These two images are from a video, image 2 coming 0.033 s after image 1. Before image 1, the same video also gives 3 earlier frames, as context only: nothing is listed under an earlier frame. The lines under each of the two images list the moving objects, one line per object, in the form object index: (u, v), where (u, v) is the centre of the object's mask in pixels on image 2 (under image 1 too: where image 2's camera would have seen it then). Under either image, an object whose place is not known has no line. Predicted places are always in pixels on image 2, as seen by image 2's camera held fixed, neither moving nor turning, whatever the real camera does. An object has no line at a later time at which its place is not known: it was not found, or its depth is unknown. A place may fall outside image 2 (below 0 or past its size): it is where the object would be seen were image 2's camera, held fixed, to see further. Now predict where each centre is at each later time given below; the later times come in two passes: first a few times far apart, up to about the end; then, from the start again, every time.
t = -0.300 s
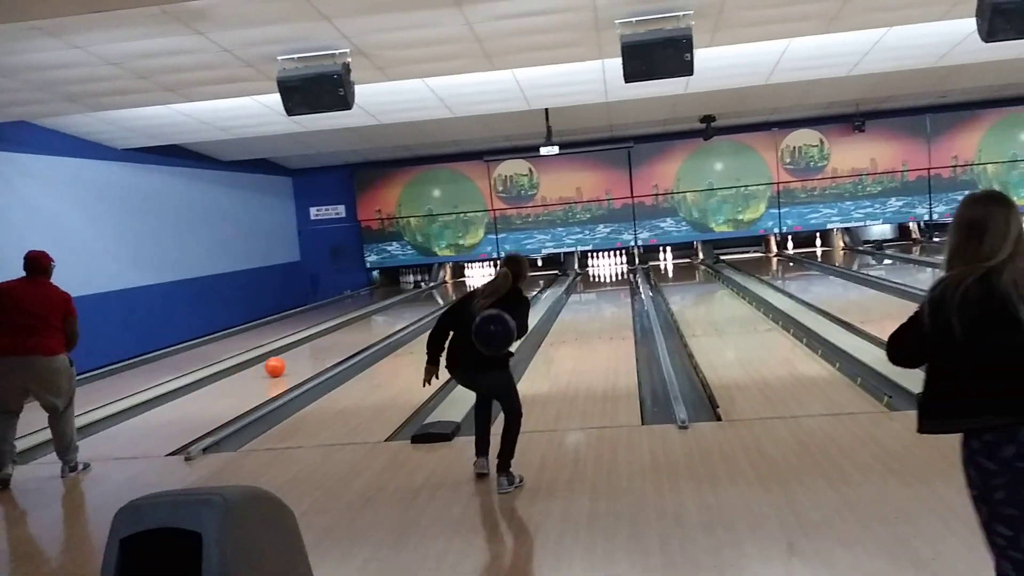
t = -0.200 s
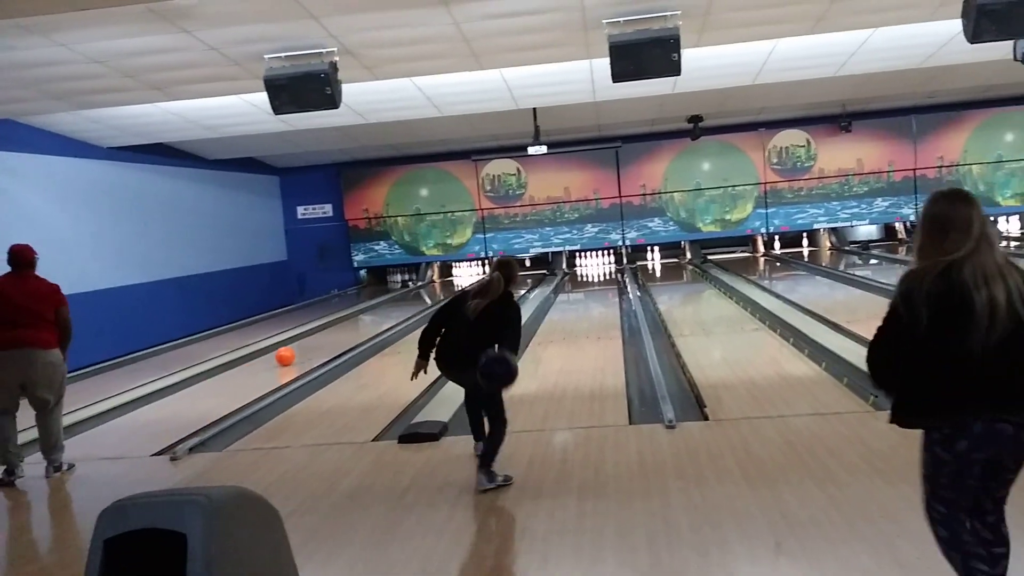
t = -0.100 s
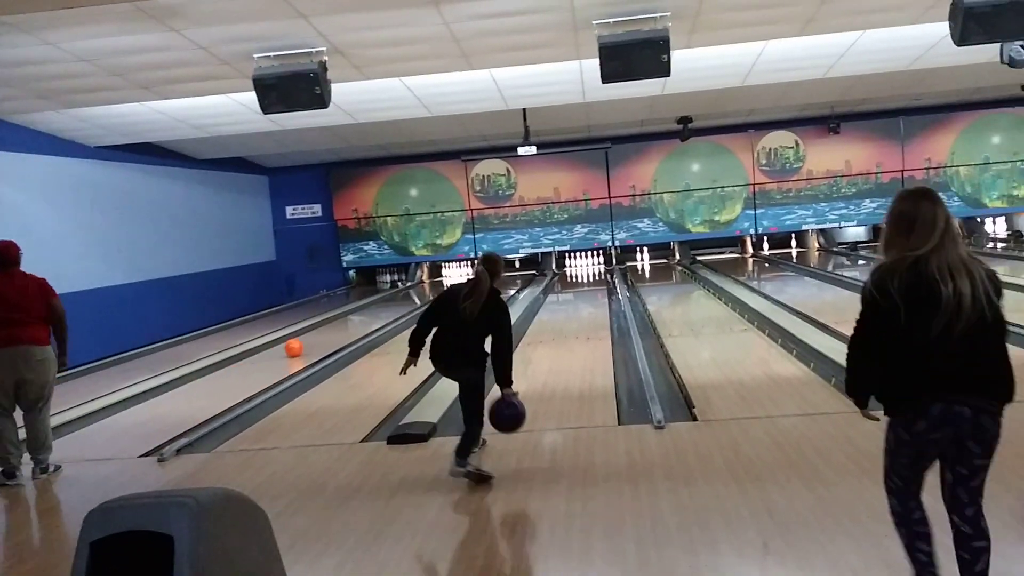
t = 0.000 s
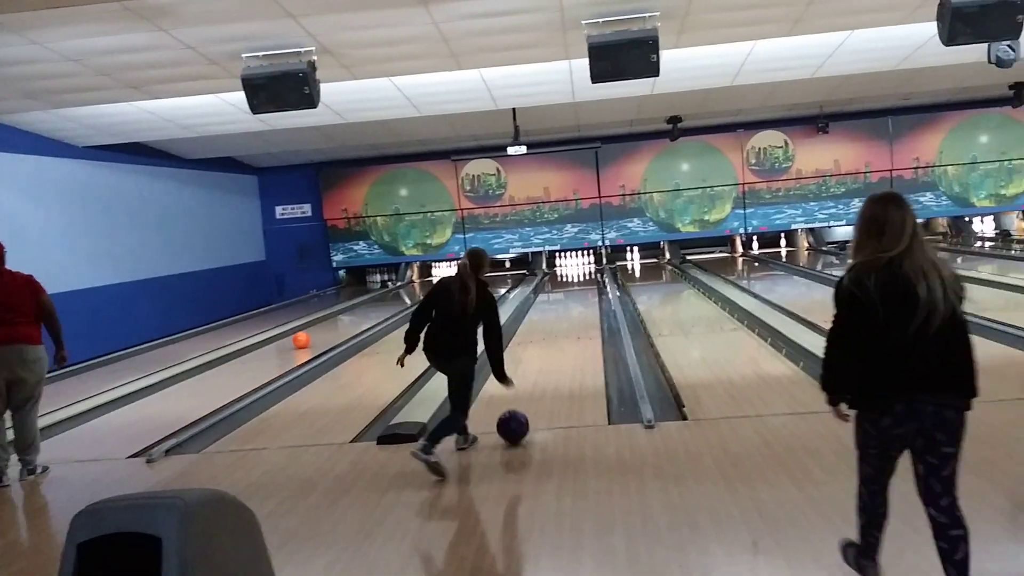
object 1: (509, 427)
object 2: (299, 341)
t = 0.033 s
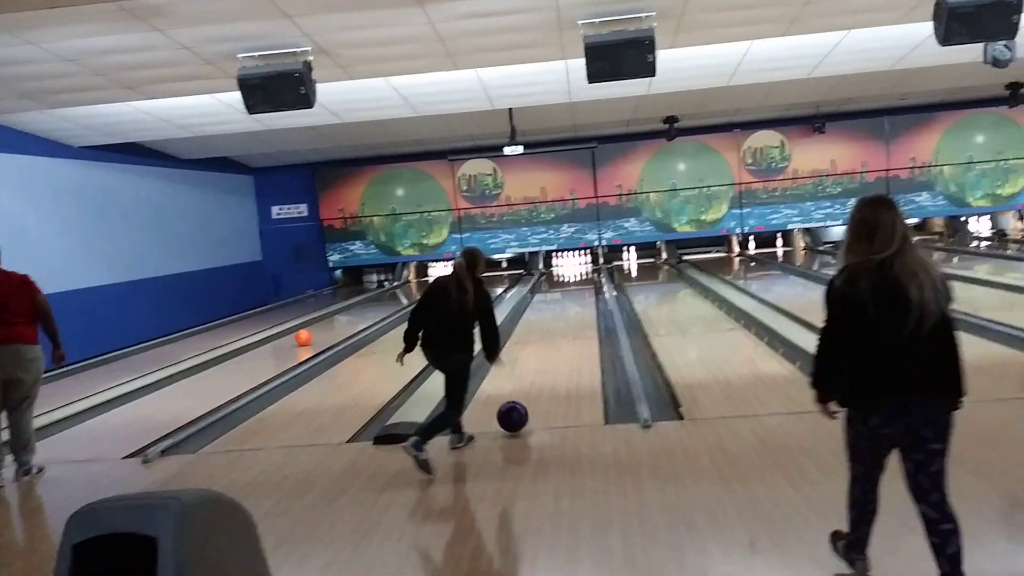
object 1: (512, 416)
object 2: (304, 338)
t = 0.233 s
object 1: (527, 380)
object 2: (331, 328)
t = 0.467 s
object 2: (355, 316)
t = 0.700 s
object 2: (377, 306)
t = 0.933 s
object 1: (549, 315)
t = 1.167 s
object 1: (554, 303)
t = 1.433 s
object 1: (560, 293)
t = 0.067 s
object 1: (516, 409)
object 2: (308, 336)
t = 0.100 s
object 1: (519, 404)
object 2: (313, 334)
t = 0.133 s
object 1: (521, 397)
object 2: (317, 333)
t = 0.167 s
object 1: (523, 391)
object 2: (322, 331)
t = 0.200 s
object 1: (526, 385)
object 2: (326, 329)
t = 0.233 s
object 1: (527, 380)
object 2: (331, 328)
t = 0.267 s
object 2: (334, 326)
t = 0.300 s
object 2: (338, 324)
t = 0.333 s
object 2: (342, 322)
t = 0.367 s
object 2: (345, 321)
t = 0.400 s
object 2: (348, 319)
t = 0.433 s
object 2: (352, 318)
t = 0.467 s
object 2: (355, 316)
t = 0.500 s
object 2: (359, 315)
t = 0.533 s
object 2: (362, 313)
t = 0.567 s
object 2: (365, 312)
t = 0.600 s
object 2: (368, 310)
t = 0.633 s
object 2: (371, 309)
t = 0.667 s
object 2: (374, 308)
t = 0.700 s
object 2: (377, 306)
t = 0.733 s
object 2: (380, 305)
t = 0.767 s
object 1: (545, 326)
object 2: (383, 304)
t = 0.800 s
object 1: (546, 324)
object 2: (385, 303)
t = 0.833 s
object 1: (546, 321)
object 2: (387, 302)
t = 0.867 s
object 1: (547, 319)
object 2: (390, 300)
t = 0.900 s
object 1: (548, 317)
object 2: (393, 298)
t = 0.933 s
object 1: (549, 315)
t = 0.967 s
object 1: (550, 313)
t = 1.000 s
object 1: (550, 311)
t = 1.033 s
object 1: (551, 309)
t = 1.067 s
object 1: (552, 308)
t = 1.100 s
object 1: (553, 306)
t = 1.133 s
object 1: (554, 305)
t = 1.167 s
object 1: (554, 303)
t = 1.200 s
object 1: (555, 302)
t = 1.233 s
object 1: (556, 300)
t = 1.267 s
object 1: (557, 299)
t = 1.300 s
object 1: (557, 298)
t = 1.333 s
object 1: (558, 297)
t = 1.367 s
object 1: (559, 296)
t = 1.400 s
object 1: (559, 294)
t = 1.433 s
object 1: (560, 293)
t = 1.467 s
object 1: (561, 292)
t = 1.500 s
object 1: (562, 291)
